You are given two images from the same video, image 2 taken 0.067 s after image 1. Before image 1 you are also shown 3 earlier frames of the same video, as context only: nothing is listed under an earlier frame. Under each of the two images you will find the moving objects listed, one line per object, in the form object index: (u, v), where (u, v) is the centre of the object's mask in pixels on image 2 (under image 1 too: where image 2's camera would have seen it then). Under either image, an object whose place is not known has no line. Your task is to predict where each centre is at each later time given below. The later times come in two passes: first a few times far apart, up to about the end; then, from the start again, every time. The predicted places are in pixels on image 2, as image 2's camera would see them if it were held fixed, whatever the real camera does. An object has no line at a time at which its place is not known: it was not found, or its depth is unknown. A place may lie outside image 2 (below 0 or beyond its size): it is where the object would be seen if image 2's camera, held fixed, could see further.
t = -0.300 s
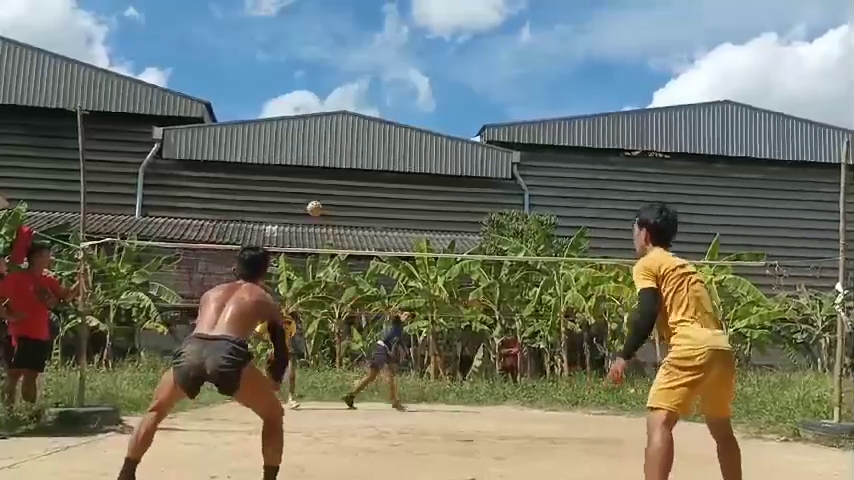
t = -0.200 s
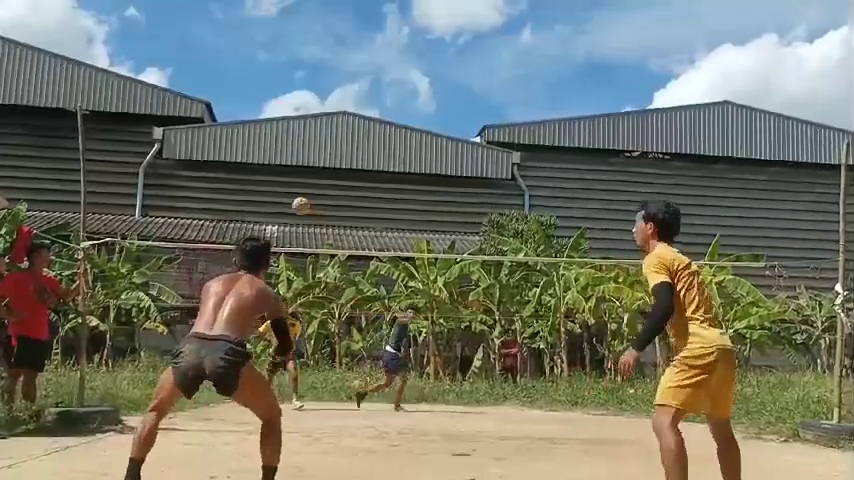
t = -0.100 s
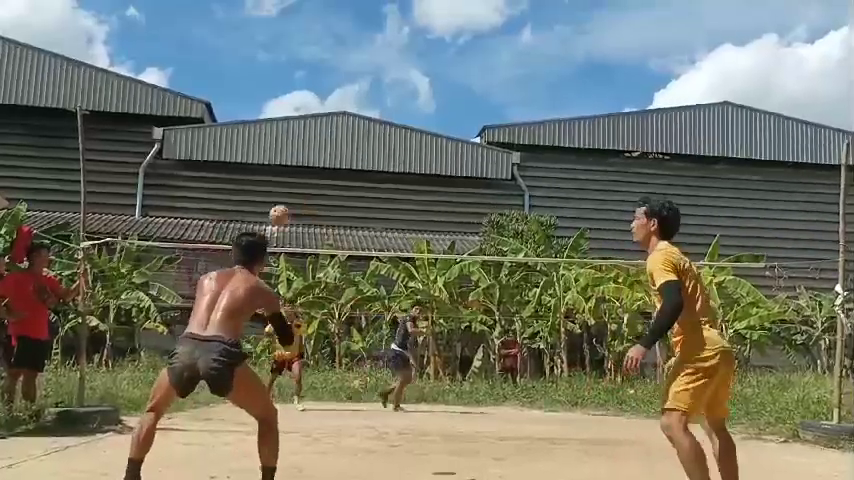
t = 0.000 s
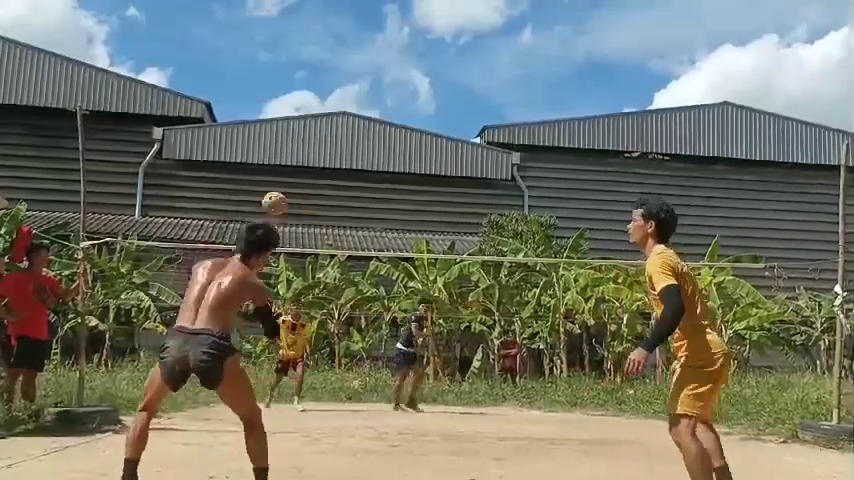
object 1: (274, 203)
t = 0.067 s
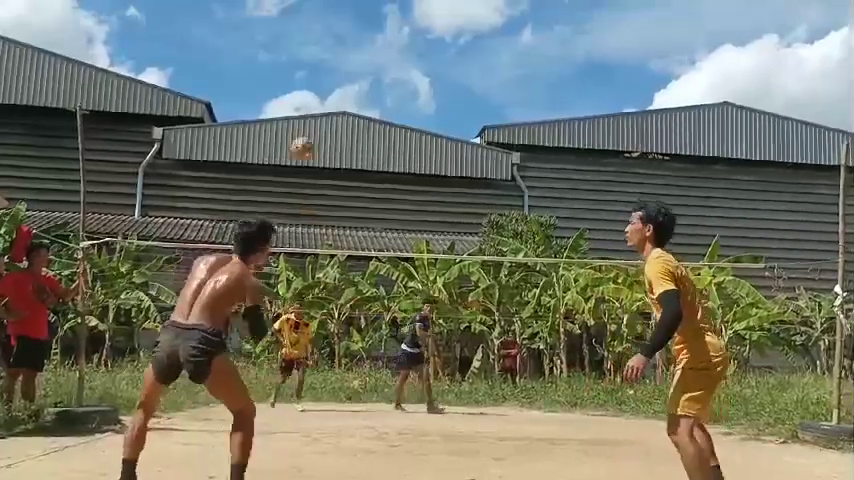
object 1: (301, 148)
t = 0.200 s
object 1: (354, 69)
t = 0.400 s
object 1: (418, 11)
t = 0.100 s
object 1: (315, 124)
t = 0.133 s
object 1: (329, 104)
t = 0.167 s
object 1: (342, 85)
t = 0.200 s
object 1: (354, 69)
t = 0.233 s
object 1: (365, 55)
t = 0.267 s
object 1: (377, 42)
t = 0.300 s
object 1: (388, 32)
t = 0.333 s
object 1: (398, 24)
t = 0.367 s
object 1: (409, 17)
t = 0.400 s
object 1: (418, 11)
